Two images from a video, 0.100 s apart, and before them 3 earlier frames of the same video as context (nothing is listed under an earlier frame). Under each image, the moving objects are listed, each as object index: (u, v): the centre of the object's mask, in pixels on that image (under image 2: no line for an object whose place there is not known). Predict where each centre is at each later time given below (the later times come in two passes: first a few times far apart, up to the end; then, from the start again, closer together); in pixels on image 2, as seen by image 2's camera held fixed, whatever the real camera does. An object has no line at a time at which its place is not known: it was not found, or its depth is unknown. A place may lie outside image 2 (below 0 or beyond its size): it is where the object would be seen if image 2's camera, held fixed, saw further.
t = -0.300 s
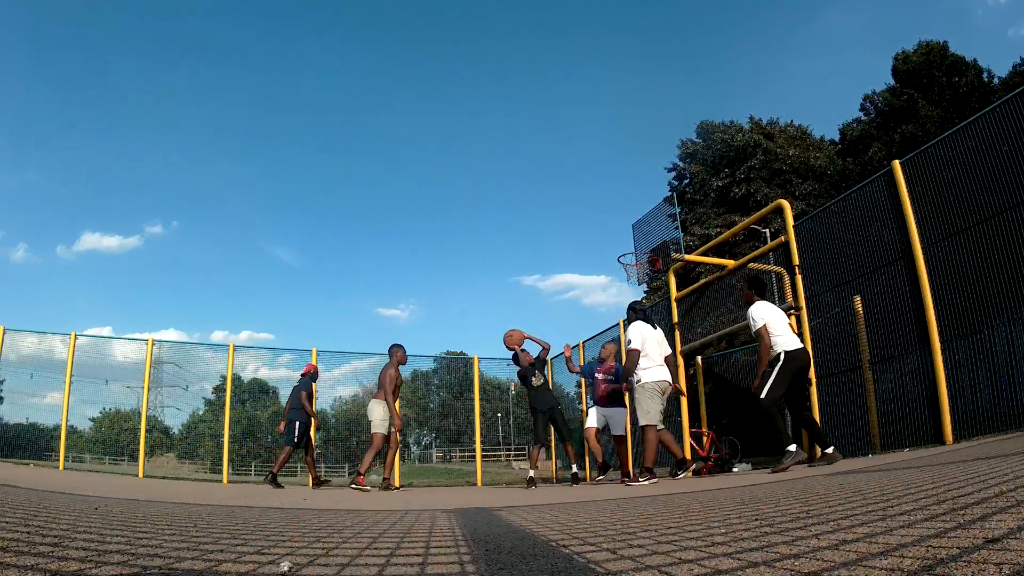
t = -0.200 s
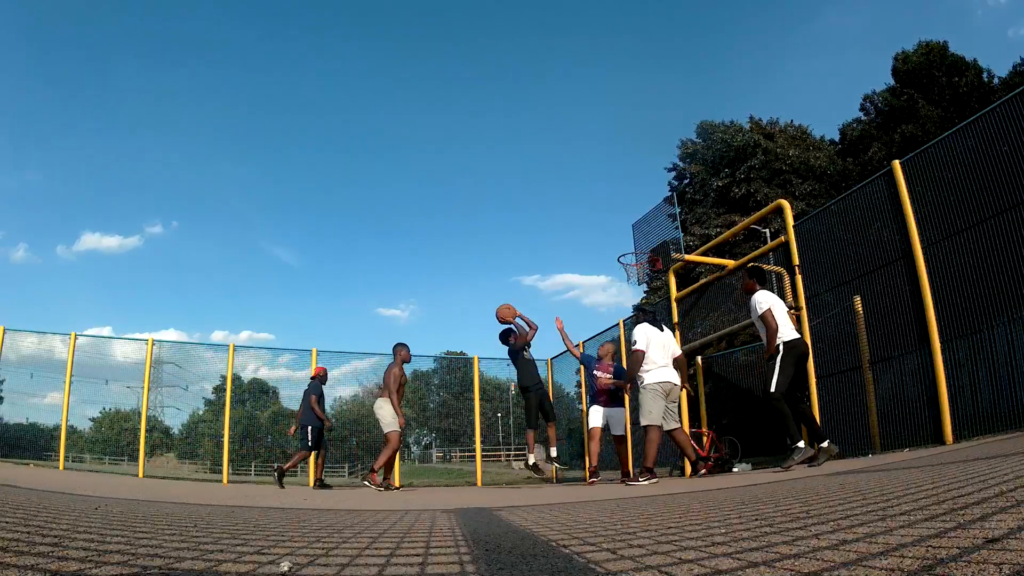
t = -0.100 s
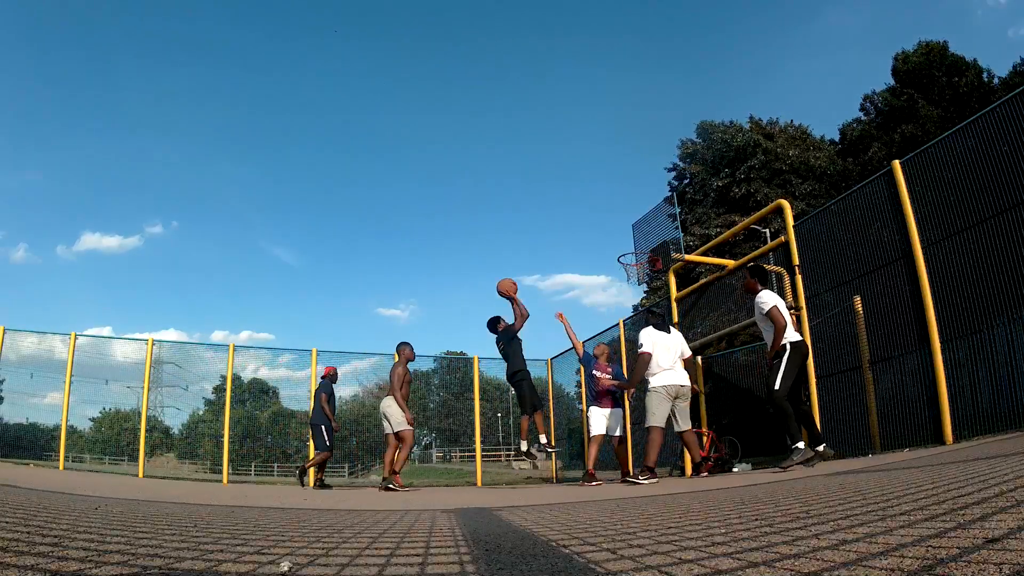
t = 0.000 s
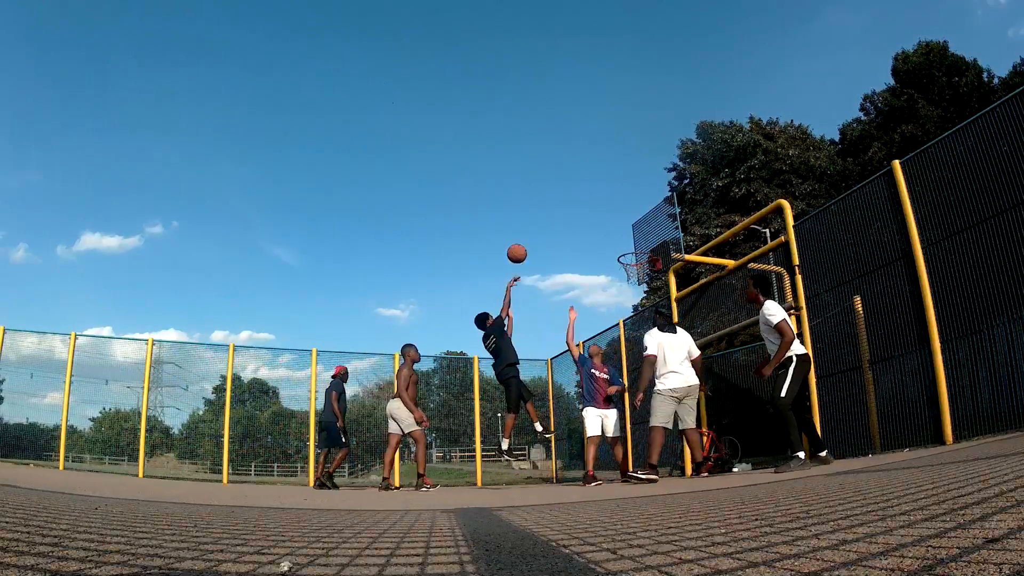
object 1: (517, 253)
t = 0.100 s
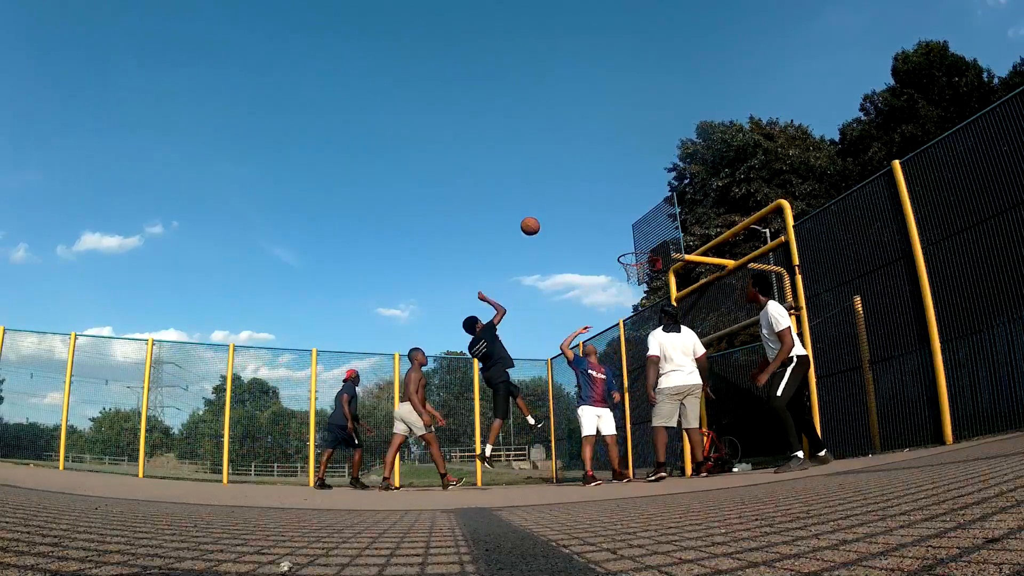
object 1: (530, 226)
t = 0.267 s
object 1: (551, 199)
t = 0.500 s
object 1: (579, 193)
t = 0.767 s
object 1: (610, 227)
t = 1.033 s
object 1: (643, 304)
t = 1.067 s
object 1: (648, 317)
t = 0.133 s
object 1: (534, 219)
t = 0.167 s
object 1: (539, 212)
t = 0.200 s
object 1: (543, 207)
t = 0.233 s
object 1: (547, 202)
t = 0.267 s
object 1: (551, 199)
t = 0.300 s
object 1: (555, 196)
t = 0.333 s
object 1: (559, 194)
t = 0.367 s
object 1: (563, 192)
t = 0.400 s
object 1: (567, 191)
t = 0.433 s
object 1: (571, 191)
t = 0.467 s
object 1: (575, 192)
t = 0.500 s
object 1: (579, 193)
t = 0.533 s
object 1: (583, 195)
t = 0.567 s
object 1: (587, 197)
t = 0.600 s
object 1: (590, 201)
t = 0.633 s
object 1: (595, 205)
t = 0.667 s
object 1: (598, 209)
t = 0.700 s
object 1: (602, 215)
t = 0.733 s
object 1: (606, 221)
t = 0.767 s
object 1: (610, 227)
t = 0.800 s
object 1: (614, 234)
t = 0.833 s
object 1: (619, 242)
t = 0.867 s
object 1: (623, 251)
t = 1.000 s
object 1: (640, 292)
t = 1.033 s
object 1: (643, 304)
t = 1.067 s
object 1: (648, 317)
